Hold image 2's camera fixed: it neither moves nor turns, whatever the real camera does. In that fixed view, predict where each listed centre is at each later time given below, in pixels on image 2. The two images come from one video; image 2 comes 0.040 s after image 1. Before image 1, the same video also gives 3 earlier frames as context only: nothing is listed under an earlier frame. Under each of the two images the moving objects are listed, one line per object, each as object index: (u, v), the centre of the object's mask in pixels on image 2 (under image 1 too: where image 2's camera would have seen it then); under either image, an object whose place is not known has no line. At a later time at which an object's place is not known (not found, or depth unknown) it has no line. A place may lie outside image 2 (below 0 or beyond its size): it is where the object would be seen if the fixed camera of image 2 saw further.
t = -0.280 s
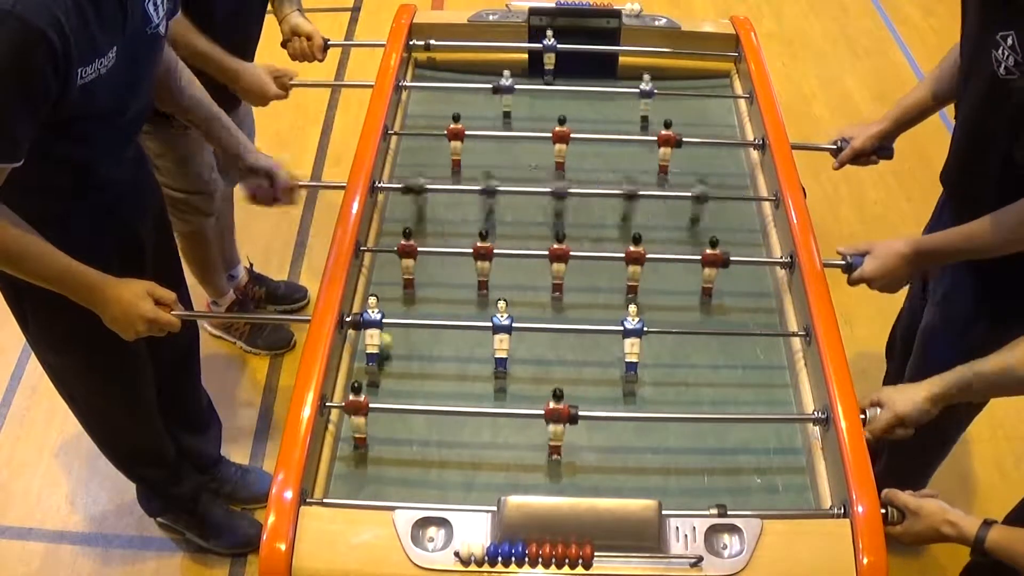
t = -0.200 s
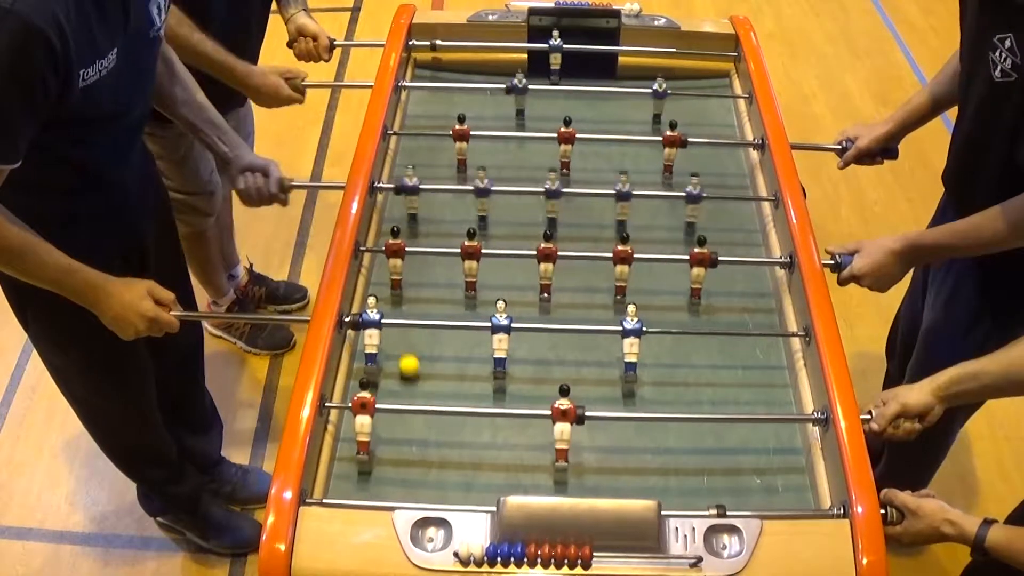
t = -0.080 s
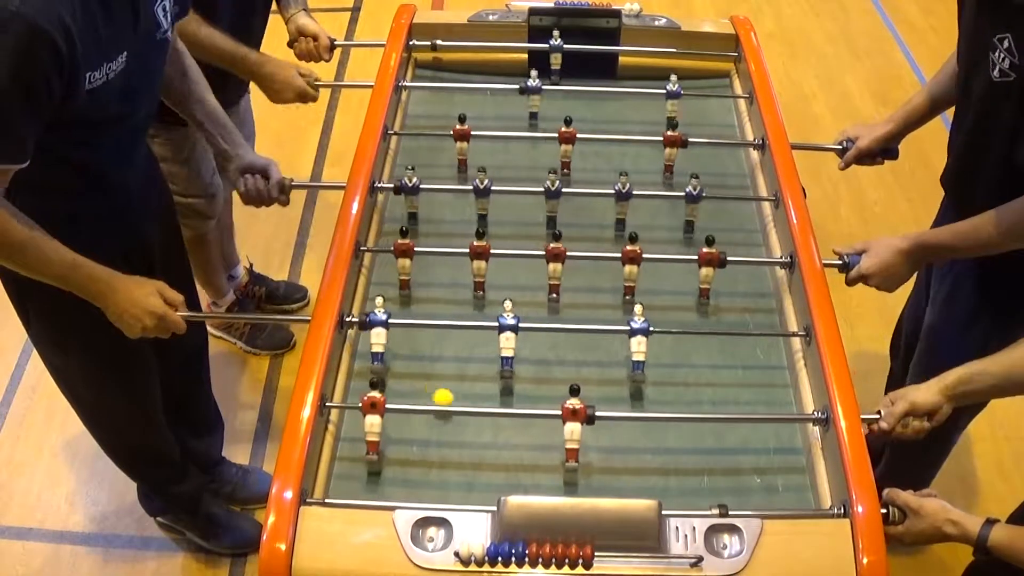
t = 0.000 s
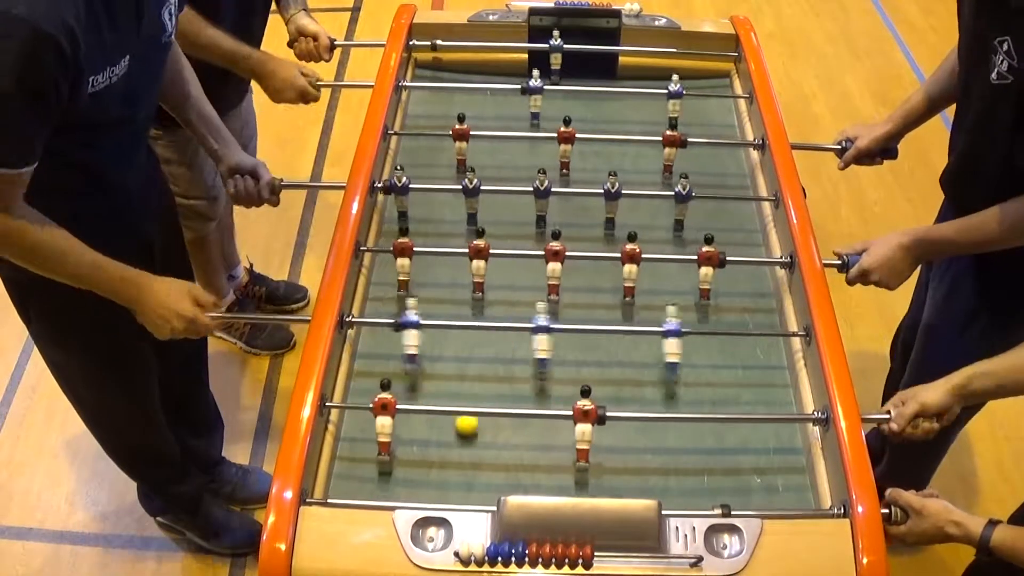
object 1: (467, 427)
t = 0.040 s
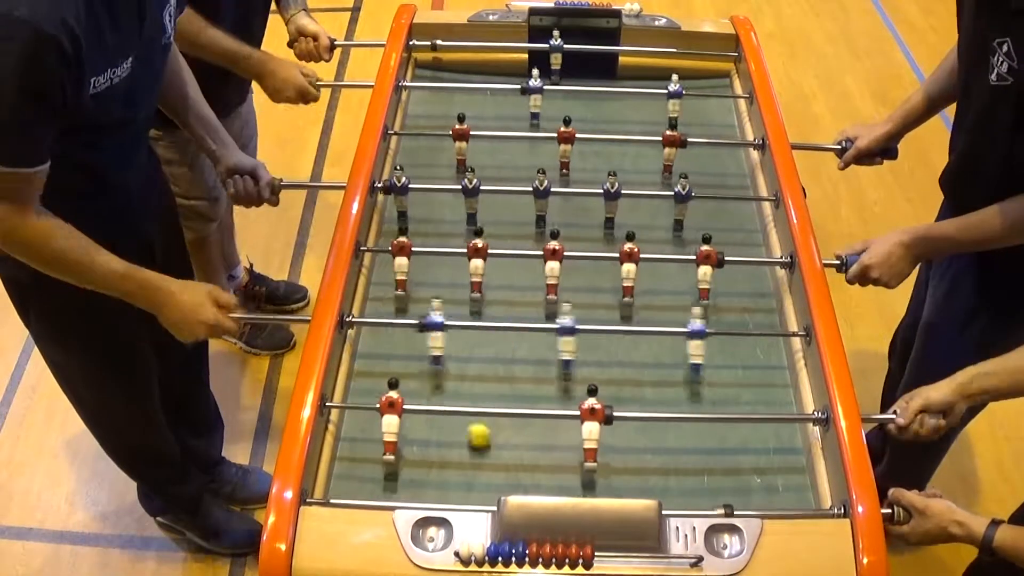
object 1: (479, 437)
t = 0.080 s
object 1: (490, 449)
